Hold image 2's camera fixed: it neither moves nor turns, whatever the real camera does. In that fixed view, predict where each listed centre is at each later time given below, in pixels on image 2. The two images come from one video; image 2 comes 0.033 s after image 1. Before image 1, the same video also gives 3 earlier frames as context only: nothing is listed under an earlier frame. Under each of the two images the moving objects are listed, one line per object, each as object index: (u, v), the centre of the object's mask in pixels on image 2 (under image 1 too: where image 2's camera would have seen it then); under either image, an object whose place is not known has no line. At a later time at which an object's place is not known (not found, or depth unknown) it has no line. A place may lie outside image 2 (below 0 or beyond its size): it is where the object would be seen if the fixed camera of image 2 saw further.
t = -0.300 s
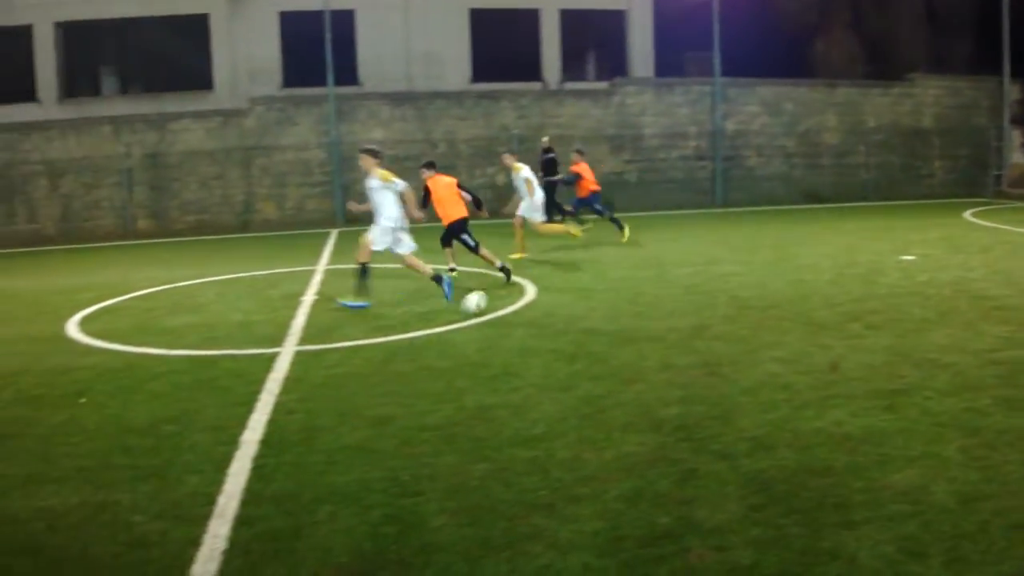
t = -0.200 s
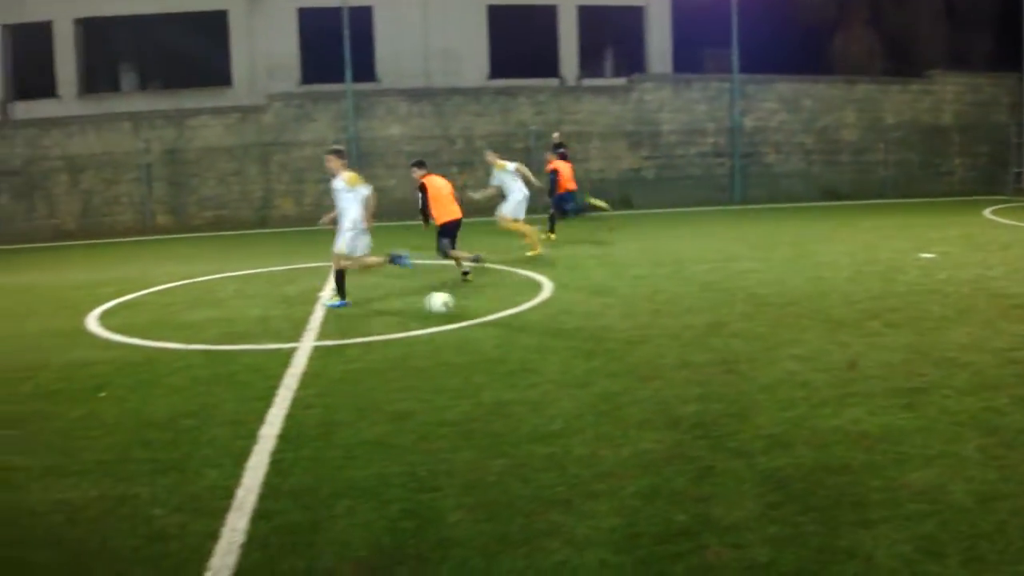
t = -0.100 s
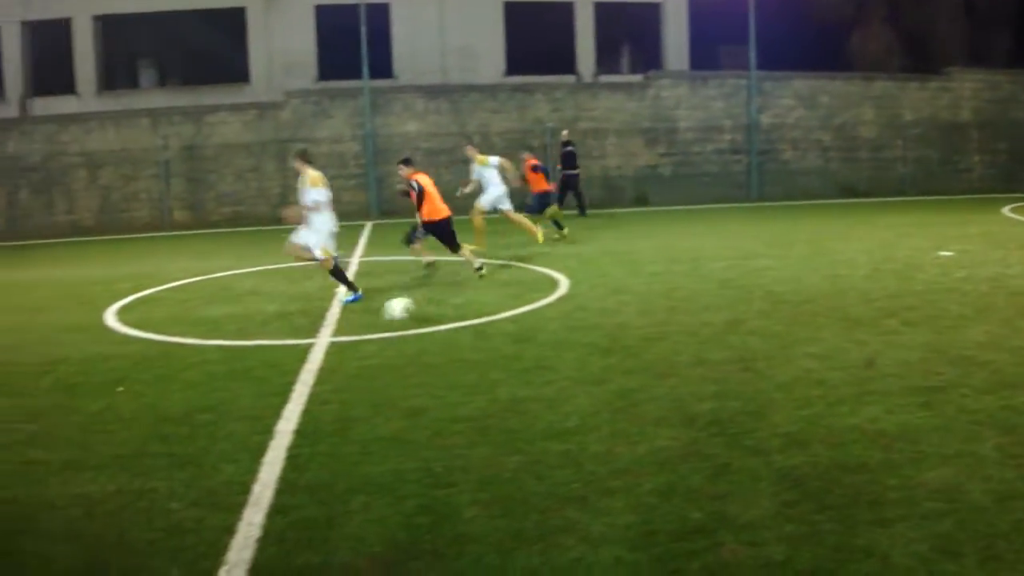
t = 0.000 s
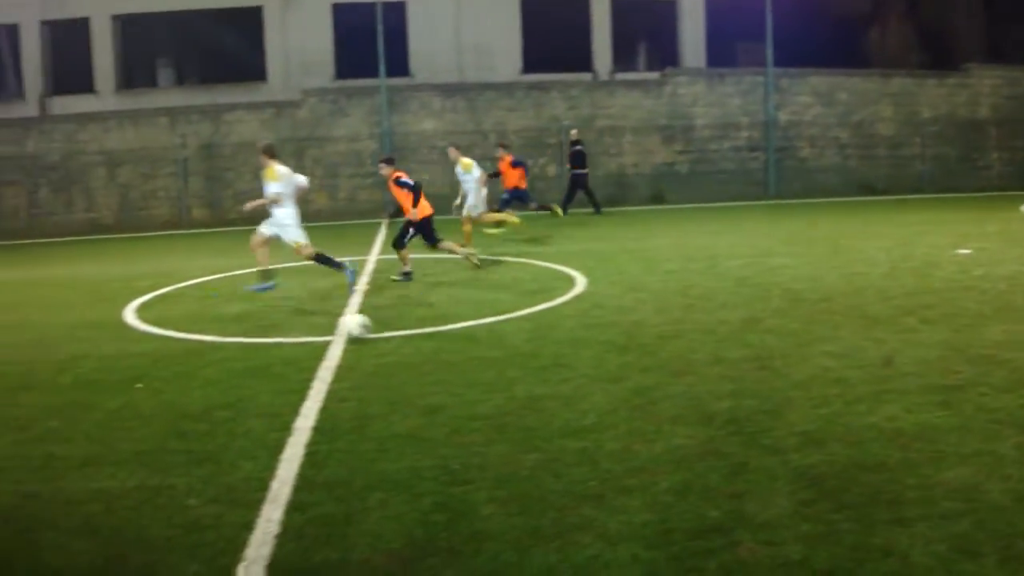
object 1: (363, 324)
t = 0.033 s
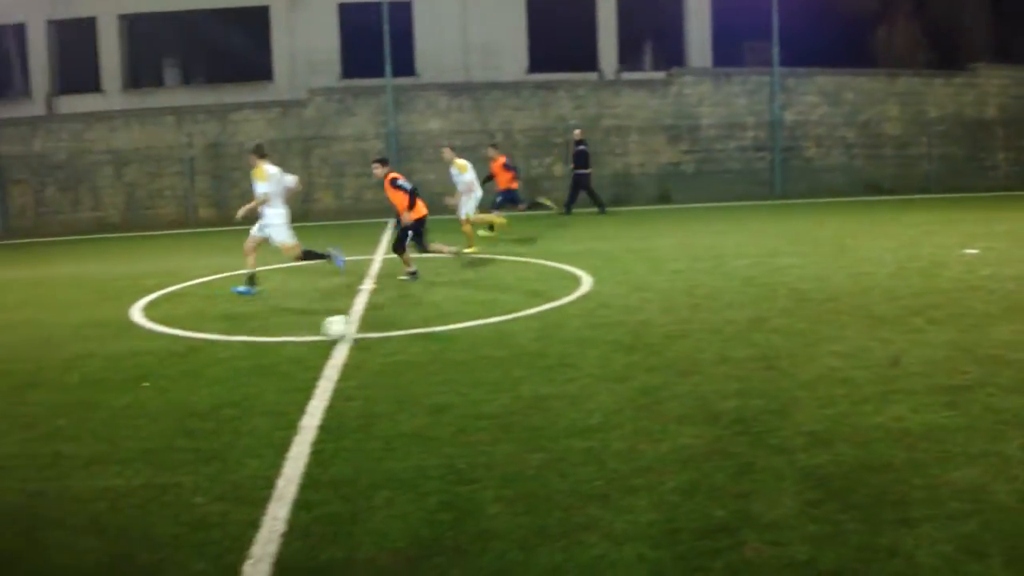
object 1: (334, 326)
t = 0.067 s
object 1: (317, 330)
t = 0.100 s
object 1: (294, 335)
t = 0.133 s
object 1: (271, 342)
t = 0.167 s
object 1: (257, 347)
